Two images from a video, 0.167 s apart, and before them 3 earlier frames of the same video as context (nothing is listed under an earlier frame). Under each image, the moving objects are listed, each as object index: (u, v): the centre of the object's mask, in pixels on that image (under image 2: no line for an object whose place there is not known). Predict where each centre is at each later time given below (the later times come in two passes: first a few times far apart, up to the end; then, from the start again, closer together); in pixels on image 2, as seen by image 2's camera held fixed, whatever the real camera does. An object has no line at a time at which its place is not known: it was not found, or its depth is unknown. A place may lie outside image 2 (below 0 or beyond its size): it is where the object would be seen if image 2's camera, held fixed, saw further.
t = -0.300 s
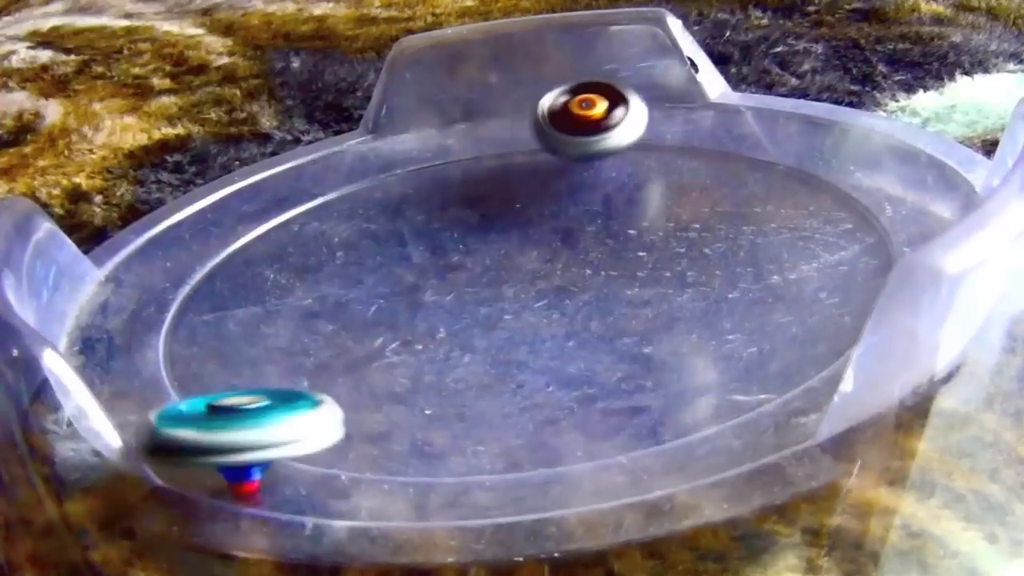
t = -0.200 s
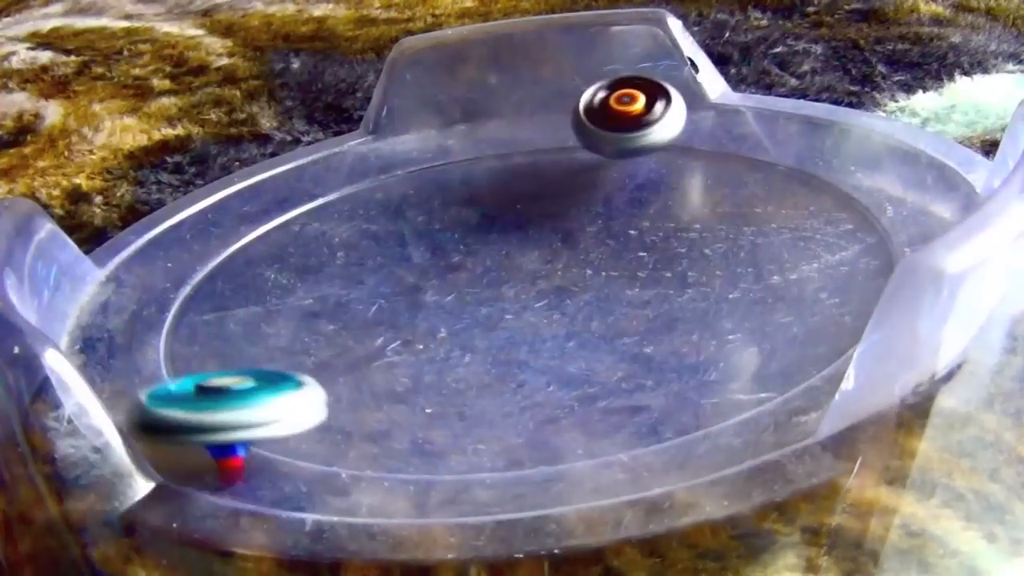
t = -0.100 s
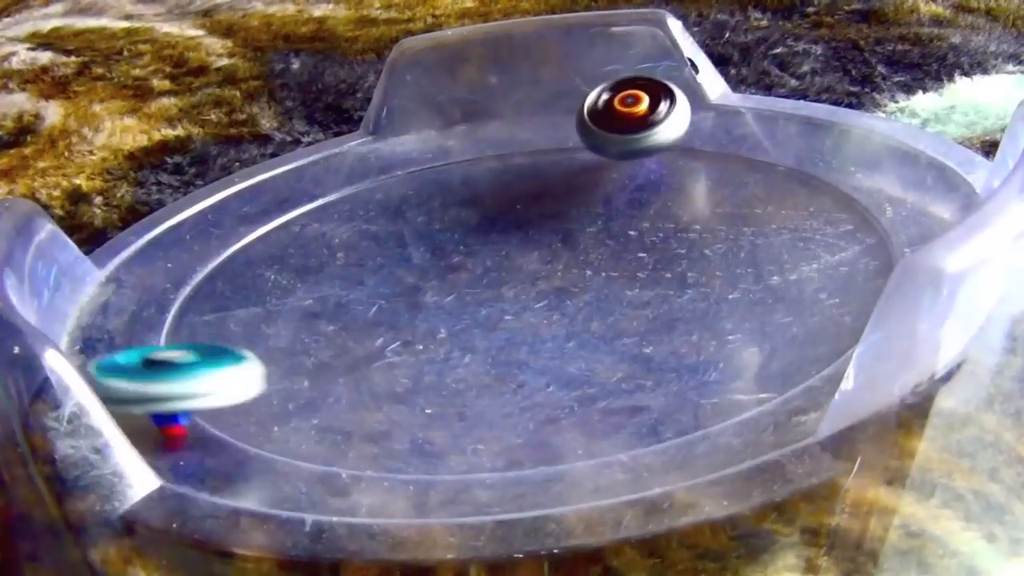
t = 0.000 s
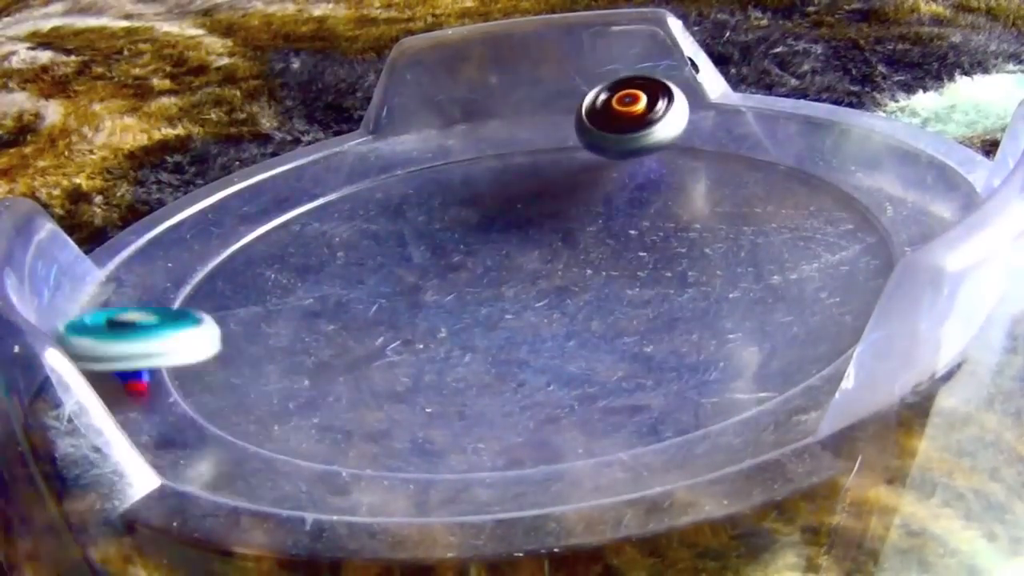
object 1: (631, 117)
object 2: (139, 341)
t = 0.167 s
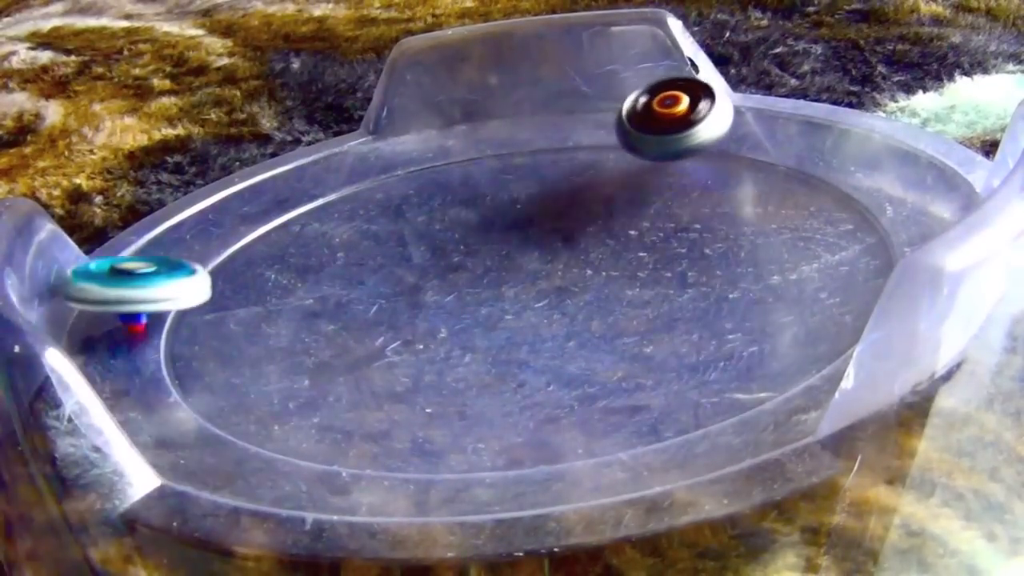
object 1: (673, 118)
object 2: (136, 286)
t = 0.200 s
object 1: (683, 118)
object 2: (139, 280)
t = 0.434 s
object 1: (719, 123)
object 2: (146, 265)
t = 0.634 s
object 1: (765, 132)
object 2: (139, 275)
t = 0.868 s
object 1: (799, 144)
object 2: (183, 308)
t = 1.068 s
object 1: (830, 159)
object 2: (566, 273)
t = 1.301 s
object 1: (848, 188)
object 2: (457, 103)
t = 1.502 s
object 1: (847, 214)
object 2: (185, 173)
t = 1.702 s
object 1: (835, 245)
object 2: (249, 284)
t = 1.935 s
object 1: (792, 277)
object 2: (726, 203)
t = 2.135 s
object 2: (611, 103)
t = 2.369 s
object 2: (339, 176)
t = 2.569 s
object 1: (586, 366)
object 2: (375, 350)
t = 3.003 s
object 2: (642, 99)
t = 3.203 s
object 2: (324, 190)
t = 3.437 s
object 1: (378, 433)
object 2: (463, 305)
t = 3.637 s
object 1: (649, 345)
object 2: (784, 212)
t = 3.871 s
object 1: (600, 223)
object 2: (560, 112)
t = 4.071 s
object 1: (514, 221)
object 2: (184, 201)
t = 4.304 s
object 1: (446, 228)
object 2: (196, 266)
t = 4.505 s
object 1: (362, 244)
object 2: (565, 329)
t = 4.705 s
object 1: (413, 283)
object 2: (713, 134)
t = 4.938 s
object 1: (546, 243)
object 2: (404, 140)
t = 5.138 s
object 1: (513, 189)
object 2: (298, 312)
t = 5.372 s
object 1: (412, 208)
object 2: (803, 261)
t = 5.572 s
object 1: (451, 260)
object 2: (752, 97)
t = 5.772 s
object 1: (587, 246)
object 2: (554, 144)
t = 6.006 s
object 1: (609, 180)
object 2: (447, 337)
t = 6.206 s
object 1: (522, 183)
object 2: (843, 274)
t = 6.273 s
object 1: (496, 199)
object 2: (904, 209)
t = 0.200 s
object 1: (683, 118)
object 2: (139, 280)
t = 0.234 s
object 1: (685, 119)
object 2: (141, 274)
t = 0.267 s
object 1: (686, 119)
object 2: (143, 270)
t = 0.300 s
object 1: (691, 120)
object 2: (145, 267)
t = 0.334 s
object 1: (702, 122)
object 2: (146, 265)
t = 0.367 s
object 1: (712, 122)
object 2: (147, 264)
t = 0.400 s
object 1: (718, 123)
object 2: (147, 264)
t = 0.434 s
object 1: (719, 123)
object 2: (146, 265)
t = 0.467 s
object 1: (720, 124)
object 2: (146, 266)
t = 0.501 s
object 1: (727, 125)
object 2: (144, 268)
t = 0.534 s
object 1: (739, 127)
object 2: (144, 269)
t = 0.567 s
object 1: (753, 129)
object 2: (142, 271)
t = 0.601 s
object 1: (759, 131)
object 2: (140, 273)
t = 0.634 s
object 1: (765, 132)
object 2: (139, 275)
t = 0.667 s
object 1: (771, 133)
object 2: (140, 276)
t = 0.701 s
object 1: (772, 135)
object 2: (140, 277)
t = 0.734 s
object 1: (778, 136)
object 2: (137, 279)
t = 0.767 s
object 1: (788, 139)
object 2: (137, 282)
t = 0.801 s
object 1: (797, 140)
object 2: (144, 286)
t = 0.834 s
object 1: (798, 142)
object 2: (161, 293)
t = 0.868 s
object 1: (799, 144)
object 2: (183, 308)
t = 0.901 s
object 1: (803, 147)
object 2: (230, 319)
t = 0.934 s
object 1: (810, 150)
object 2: (297, 330)
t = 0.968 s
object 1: (820, 154)
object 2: (371, 332)
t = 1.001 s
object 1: (829, 156)
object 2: (448, 322)
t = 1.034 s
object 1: (831, 158)
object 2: (516, 302)
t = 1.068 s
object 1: (830, 159)
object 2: (566, 273)
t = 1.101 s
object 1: (831, 162)
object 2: (599, 239)
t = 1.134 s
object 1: (833, 166)
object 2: (612, 203)
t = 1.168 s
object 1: (838, 171)
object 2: (609, 168)
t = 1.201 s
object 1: (842, 175)
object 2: (585, 136)
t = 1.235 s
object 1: (844, 181)
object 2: (549, 106)
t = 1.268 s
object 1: (846, 184)
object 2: (502, 92)
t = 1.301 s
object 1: (848, 188)
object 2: (457, 103)
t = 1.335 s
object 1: (850, 192)
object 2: (413, 131)
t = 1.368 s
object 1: (851, 196)
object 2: (370, 137)
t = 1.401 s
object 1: (851, 199)
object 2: (322, 145)
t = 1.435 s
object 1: (850, 204)
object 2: (275, 149)
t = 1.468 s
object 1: (848, 209)
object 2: (227, 158)
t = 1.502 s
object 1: (847, 214)
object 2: (185, 173)
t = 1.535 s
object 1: (846, 219)
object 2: (158, 186)
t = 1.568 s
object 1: (844, 225)
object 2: (147, 198)
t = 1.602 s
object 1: (843, 230)
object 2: (145, 218)
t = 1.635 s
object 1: (841, 234)
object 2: (169, 231)
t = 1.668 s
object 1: (838, 239)
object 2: (207, 260)
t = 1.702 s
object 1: (835, 245)
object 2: (249, 284)
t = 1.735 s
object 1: (831, 249)
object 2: (306, 307)
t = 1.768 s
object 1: (826, 254)
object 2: (384, 321)
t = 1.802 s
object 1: (821, 259)
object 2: (472, 322)
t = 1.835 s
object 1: (815, 264)
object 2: (556, 310)
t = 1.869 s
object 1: (808, 268)
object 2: (631, 283)
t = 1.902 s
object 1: (803, 273)
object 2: (684, 243)
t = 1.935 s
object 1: (792, 277)
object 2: (726, 203)
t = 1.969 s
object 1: (782, 282)
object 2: (742, 163)
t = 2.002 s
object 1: (772, 287)
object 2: (739, 124)
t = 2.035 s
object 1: (762, 290)
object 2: (707, 91)
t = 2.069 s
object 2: (673, 74)
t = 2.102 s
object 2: (641, 76)
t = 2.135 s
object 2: (611, 103)
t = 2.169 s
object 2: (579, 105)
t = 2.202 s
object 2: (545, 108)
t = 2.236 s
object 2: (506, 112)
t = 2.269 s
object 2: (465, 118)
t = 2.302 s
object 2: (422, 130)
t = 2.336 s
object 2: (379, 149)
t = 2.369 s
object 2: (339, 176)
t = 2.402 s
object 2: (305, 207)
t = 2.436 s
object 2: (283, 243)
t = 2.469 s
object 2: (277, 286)
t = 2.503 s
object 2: (303, 322)
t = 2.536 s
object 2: (350, 352)
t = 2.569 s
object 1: (586, 366)
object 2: (375, 350)
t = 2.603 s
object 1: (685, 354)
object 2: (392, 350)
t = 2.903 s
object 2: (764, 149)
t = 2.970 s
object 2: (693, 108)
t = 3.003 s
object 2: (642, 99)
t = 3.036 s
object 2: (587, 105)
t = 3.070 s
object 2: (534, 112)
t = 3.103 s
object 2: (482, 122)
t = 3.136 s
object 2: (427, 140)
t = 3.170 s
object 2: (372, 165)
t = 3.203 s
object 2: (324, 190)
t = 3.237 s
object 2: (284, 222)
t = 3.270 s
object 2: (260, 253)
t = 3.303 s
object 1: (161, 329)
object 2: (281, 267)
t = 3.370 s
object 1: (222, 381)
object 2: (364, 284)
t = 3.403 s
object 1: (297, 433)
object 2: (410, 296)
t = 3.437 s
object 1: (378, 433)
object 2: (463, 305)
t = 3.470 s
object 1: (450, 428)
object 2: (517, 313)
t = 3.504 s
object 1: (509, 415)
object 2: (583, 311)
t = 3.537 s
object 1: (556, 397)
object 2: (648, 297)
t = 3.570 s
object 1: (595, 384)
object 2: (708, 273)
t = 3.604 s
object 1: (625, 366)
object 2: (755, 246)
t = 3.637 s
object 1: (649, 345)
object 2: (784, 212)
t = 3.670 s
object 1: (668, 324)
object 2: (795, 181)
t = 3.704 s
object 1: (675, 305)
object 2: (790, 154)
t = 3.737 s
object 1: (672, 286)
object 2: (768, 132)
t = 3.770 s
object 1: (664, 267)
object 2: (721, 119)
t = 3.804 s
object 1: (649, 251)
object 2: (663, 111)
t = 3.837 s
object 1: (626, 236)
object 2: (611, 108)
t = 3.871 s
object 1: (600, 223)
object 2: (560, 112)
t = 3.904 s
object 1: (568, 211)
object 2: (512, 120)
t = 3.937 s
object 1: (535, 203)
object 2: (456, 139)
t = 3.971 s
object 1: (503, 196)
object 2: (405, 160)
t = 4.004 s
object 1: (490, 198)
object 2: (344, 171)
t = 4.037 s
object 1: (504, 211)
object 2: (256, 179)
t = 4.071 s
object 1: (514, 221)
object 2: (184, 201)
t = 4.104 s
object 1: (517, 228)
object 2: (128, 216)
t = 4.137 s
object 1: (513, 232)
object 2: (116, 203)
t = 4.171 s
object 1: (504, 236)
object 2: (120, 205)
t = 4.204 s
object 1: (492, 236)
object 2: (138, 223)
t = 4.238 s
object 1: (477, 234)
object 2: (155, 229)
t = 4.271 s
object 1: (463, 231)
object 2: (174, 242)
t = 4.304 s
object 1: (446, 228)
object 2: (196, 266)
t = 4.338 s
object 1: (429, 227)
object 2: (222, 290)
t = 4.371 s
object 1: (413, 228)
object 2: (263, 315)
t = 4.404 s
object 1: (397, 230)
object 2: (326, 334)
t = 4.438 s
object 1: (383, 234)
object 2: (400, 344)
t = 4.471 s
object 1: (370, 239)
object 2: (483, 345)
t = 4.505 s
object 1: (362, 244)
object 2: (565, 329)
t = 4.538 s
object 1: (358, 253)
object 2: (636, 303)
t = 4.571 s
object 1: (360, 261)
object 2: (690, 268)
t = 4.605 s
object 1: (366, 267)
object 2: (724, 232)
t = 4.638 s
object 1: (378, 275)
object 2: (737, 195)
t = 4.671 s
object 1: (394, 279)
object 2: (733, 162)
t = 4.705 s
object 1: (413, 283)
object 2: (713, 134)
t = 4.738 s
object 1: (435, 283)
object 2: (677, 110)
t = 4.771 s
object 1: (459, 283)
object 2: (634, 101)
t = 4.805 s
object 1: (485, 278)
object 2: (583, 109)
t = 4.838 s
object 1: (507, 272)
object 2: (535, 115)
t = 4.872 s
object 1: (525, 264)
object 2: (489, 119)
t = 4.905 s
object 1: (538, 253)
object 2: (446, 127)
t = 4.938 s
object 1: (546, 243)
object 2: (404, 140)
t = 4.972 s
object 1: (550, 230)
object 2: (360, 163)
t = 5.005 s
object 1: (548, 220)
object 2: (323, 186)
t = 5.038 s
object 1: (544, 210)
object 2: (294, 214)
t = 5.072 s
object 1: (536, 202)
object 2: (281, 245)
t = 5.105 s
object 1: (526, 194)
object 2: (279, 281)
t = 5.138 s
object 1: (513, 189)
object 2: (298, 312)
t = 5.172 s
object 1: (498, 185)
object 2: (346, 338)
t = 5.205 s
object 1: (482, 184)
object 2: (409, 357)
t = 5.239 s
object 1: (465, 184)
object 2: (493, 363)
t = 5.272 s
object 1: (449, 187)
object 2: (584, 355)
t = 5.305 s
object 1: (434, 192)
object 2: (672, 331)
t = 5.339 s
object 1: (421, 199)
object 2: (745, 298)
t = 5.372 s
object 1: (412, 208)
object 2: (803, 261)
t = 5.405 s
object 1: (406, 217)
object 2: (839, 221)
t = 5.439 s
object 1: (405, 227)
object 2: (854, 185)
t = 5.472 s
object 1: (409, 237)
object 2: (844, 154)
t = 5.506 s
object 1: (419, 246)
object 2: (813, 131)
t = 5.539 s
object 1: (432, 254)
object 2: (781, 113)
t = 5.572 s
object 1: (451, 260)
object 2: (752, 97)
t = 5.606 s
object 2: (720, 86)
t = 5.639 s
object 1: (497, 266)
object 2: (694, 84)
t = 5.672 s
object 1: (522, 266)
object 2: (665, 108)
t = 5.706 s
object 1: (547, 261)
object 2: (634, 114)
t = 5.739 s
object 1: (568, 255)
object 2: (595, 128)
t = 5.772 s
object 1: (587, 246)
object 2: (554, 144)
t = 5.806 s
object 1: (603, 236)
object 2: (511, 167)
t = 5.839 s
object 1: (614, 226)
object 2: (472, 193)
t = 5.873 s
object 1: (622, 214)
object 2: (439, 222)
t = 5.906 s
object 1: (624, 204)
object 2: (416, 255)
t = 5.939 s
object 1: (622, 195)
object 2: (407, 285)
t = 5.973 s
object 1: (618, 187)
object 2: (420, 311)
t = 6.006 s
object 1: (609, 180)
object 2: (447, 337)
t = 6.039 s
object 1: (598, 176)
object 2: (495, 354)
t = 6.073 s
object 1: (585, 173)
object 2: (562, 360)
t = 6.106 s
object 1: (570, 173)
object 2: (639, 354)
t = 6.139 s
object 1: (554, 174)
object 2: (727, 334)
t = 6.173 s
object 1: (538, 177)
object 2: (796, 309)
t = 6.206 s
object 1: (522, 183)
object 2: (843, 274)
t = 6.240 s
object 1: (508, 190)
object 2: (874, 239)
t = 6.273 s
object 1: (496, 199)
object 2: (904, 209)
